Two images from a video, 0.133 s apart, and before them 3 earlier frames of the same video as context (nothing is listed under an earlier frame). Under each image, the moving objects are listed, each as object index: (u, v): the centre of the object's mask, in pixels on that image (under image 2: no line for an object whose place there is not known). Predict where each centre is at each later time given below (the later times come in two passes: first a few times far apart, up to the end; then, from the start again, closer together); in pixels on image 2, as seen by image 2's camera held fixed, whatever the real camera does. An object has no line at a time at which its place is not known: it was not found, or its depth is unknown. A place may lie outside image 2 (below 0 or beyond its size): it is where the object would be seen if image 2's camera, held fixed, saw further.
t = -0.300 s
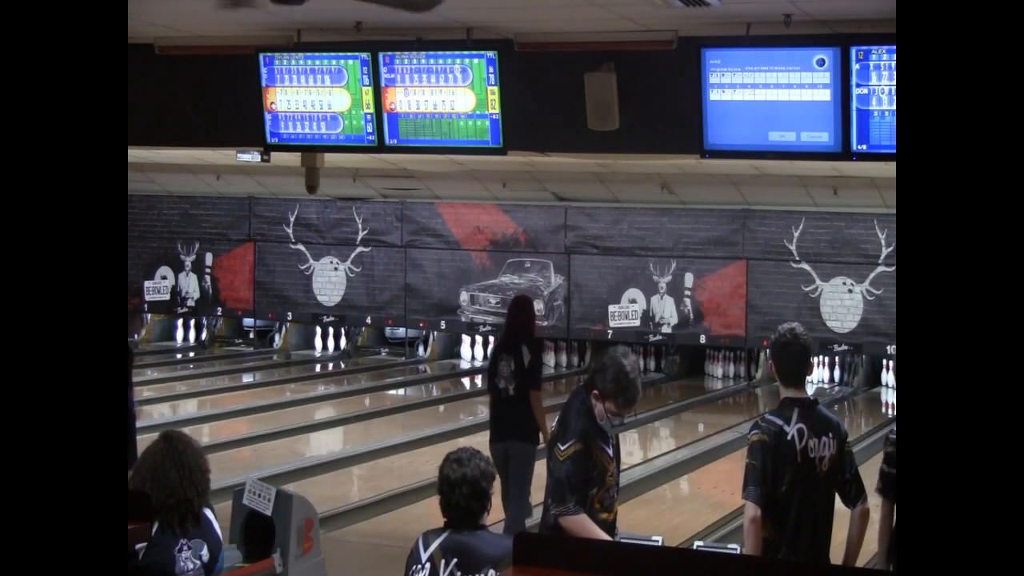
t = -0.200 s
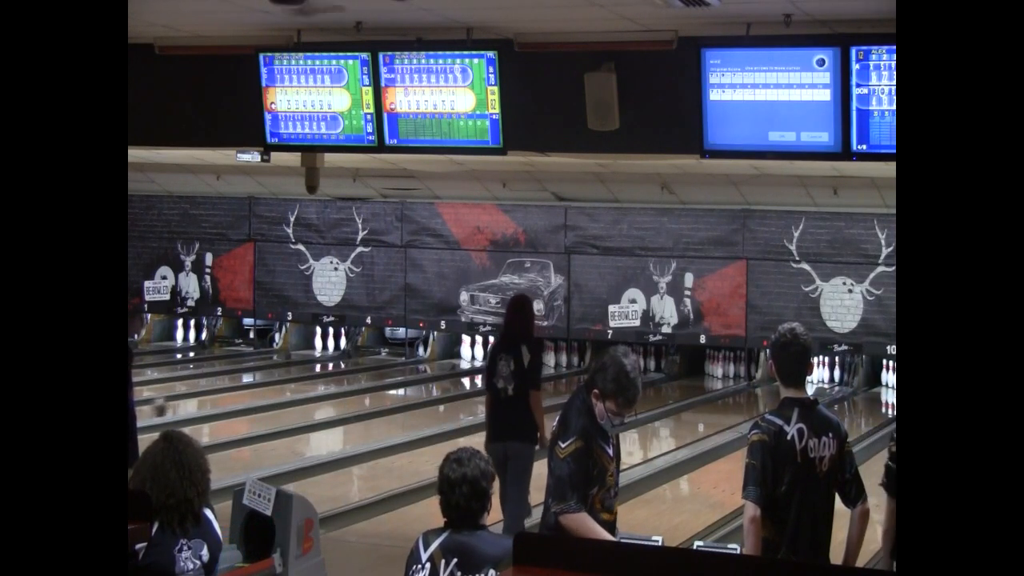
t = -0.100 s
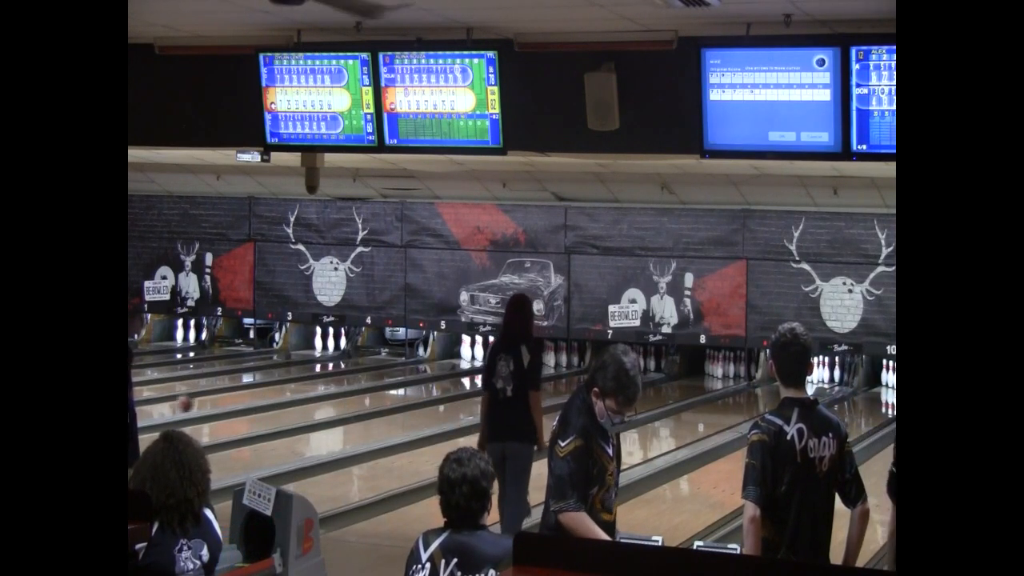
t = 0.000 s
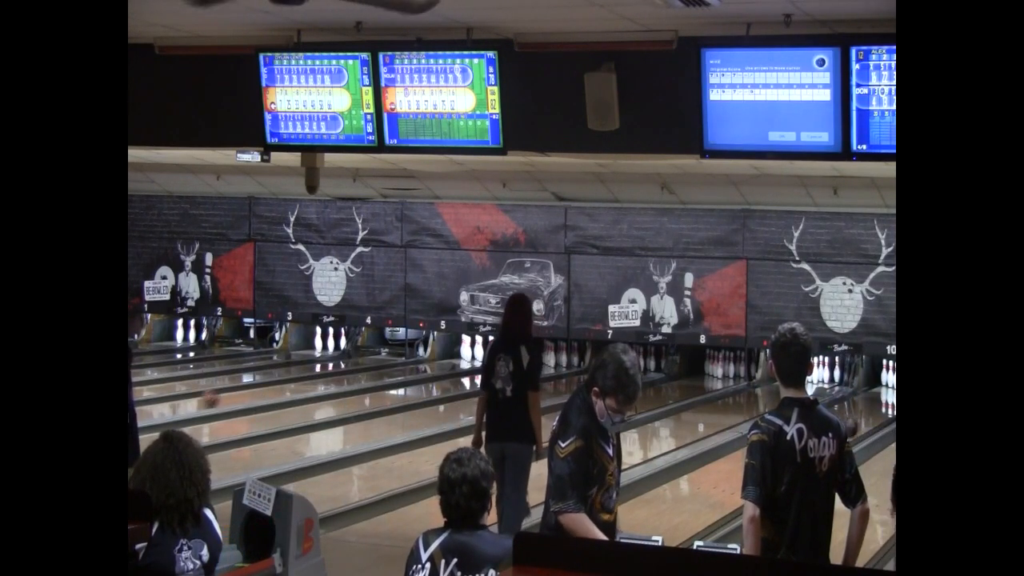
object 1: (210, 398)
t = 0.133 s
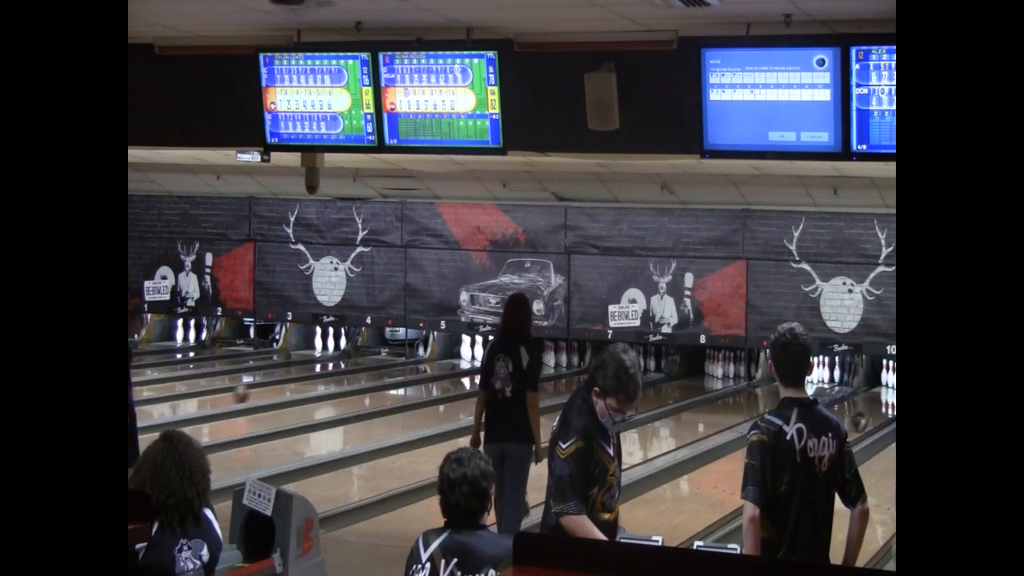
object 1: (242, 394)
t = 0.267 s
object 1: (268, 390)
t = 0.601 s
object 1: (329, 381)
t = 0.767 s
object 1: (352, 378)
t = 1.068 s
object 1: (392, 371)
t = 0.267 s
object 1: (268, 390)
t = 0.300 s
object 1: (275, 389)
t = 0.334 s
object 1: (281, 388)
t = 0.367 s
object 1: (287, 387)
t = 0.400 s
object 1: (294, 386)
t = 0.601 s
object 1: (329, 381)
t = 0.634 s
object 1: (334, 380)
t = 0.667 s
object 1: (339, 379)
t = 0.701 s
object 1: (345, 379)
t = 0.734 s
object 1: (349, 378)
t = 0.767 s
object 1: (352, 378)
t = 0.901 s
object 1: (372, 375)
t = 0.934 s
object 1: (377, 373)
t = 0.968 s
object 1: (381, 373)
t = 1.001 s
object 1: (386, 372)
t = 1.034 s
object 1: (390, 372)
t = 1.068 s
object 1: (392, 371)
